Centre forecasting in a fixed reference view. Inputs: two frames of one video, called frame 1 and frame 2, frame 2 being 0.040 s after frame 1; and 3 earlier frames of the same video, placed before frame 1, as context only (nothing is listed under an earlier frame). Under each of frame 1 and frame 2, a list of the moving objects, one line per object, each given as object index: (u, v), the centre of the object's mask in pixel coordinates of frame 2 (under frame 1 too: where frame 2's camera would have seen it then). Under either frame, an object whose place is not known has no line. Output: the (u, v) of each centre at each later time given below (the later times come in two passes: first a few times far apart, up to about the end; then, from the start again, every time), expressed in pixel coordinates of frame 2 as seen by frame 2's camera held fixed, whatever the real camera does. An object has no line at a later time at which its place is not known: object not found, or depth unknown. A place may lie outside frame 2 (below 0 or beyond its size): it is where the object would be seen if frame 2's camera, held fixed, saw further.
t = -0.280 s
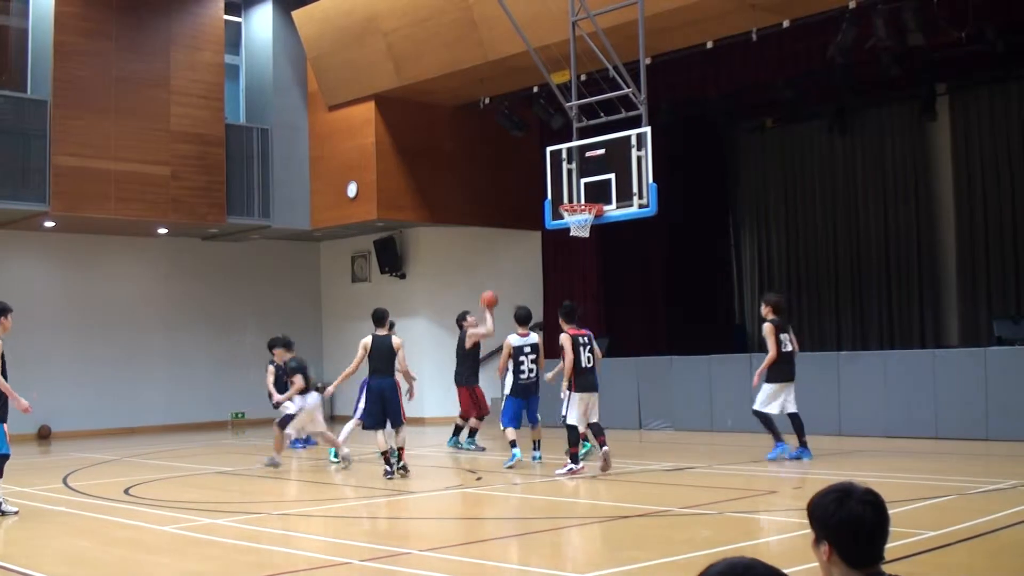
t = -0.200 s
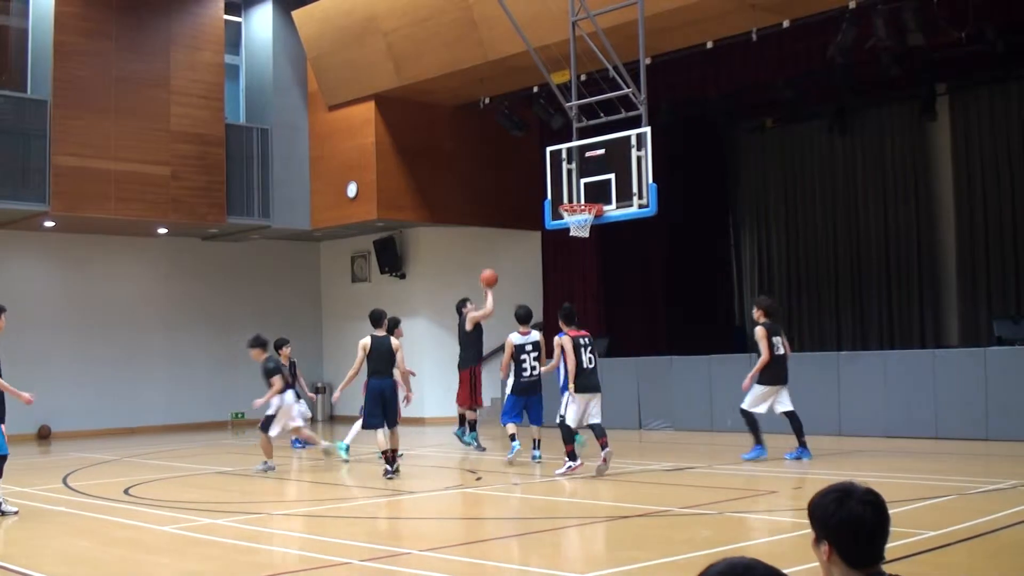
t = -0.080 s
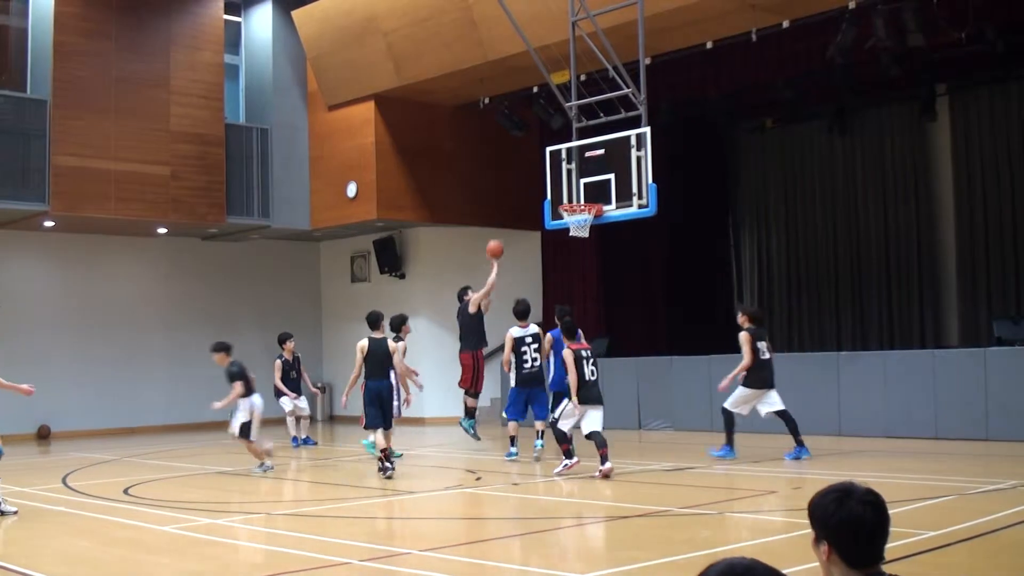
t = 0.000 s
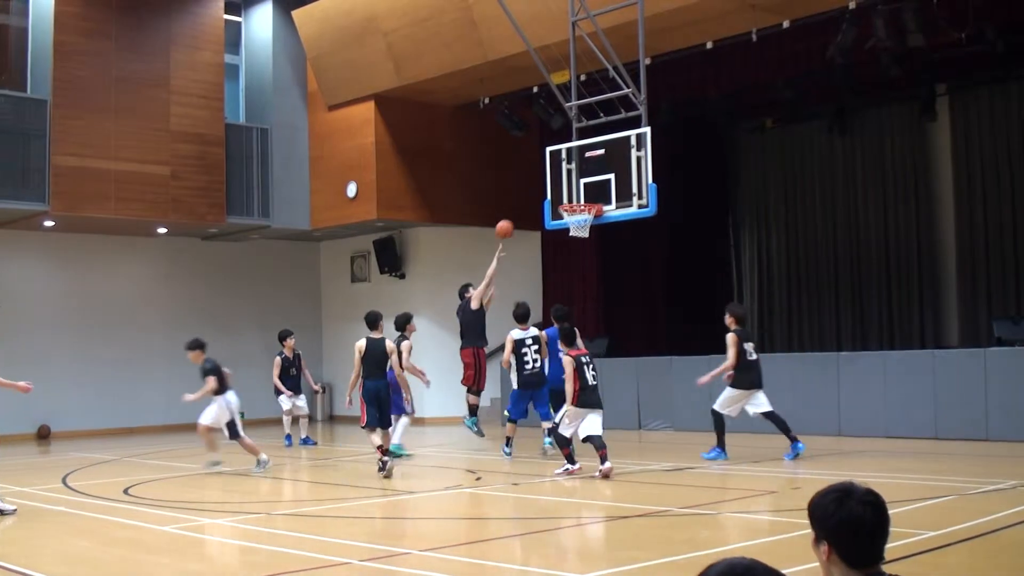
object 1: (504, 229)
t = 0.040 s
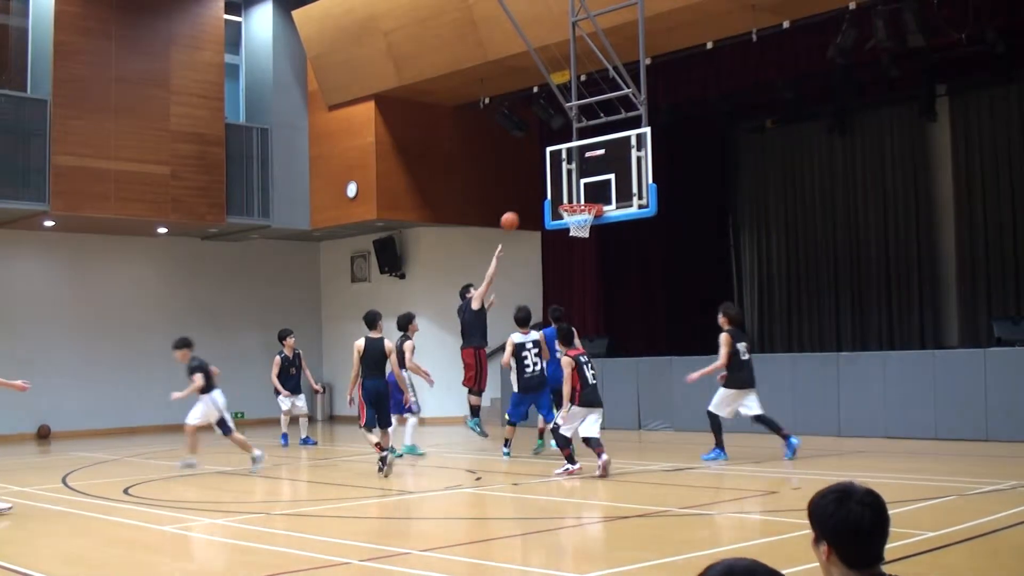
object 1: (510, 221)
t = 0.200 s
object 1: (530, 201)
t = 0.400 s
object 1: (554, 198)
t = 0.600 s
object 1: (548, 198)
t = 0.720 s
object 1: (545, 212)
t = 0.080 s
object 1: (515, 215)
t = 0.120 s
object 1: (520, 209)
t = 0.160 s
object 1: (525, 205)
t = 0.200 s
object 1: (530, 201)
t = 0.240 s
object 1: (535, 199)
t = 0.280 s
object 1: (541, 198)
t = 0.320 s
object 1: (547, 198)
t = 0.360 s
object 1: (552, 199)
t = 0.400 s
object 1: (554, 198)
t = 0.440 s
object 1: (553, 196)
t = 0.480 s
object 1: (551, 195)
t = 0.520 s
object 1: (550, 195)
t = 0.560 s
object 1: (550, 196)
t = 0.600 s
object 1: (548, 198)
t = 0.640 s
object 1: (547, 201)
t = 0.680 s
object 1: (546, 206)
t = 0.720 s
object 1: (545, 212)
